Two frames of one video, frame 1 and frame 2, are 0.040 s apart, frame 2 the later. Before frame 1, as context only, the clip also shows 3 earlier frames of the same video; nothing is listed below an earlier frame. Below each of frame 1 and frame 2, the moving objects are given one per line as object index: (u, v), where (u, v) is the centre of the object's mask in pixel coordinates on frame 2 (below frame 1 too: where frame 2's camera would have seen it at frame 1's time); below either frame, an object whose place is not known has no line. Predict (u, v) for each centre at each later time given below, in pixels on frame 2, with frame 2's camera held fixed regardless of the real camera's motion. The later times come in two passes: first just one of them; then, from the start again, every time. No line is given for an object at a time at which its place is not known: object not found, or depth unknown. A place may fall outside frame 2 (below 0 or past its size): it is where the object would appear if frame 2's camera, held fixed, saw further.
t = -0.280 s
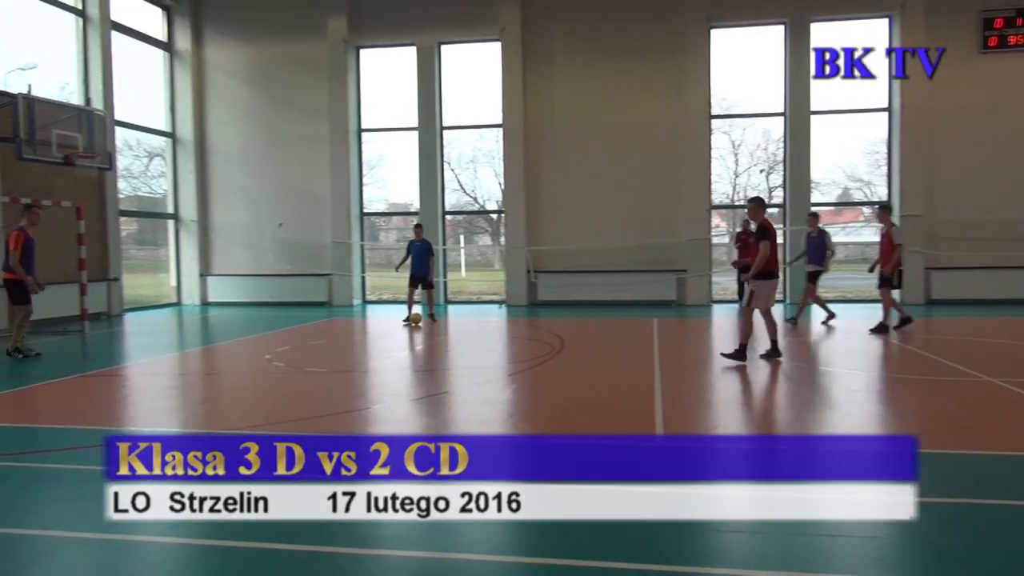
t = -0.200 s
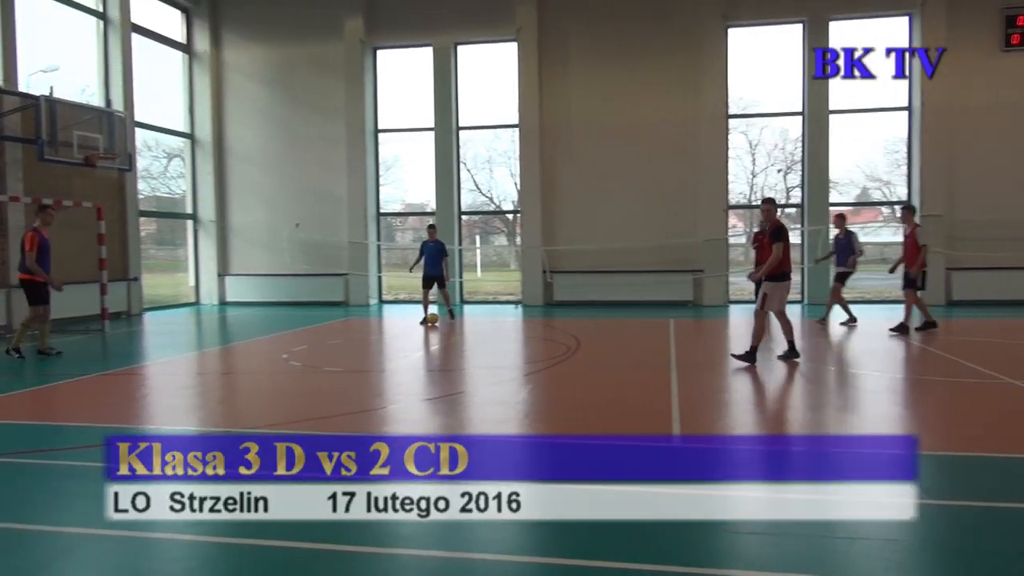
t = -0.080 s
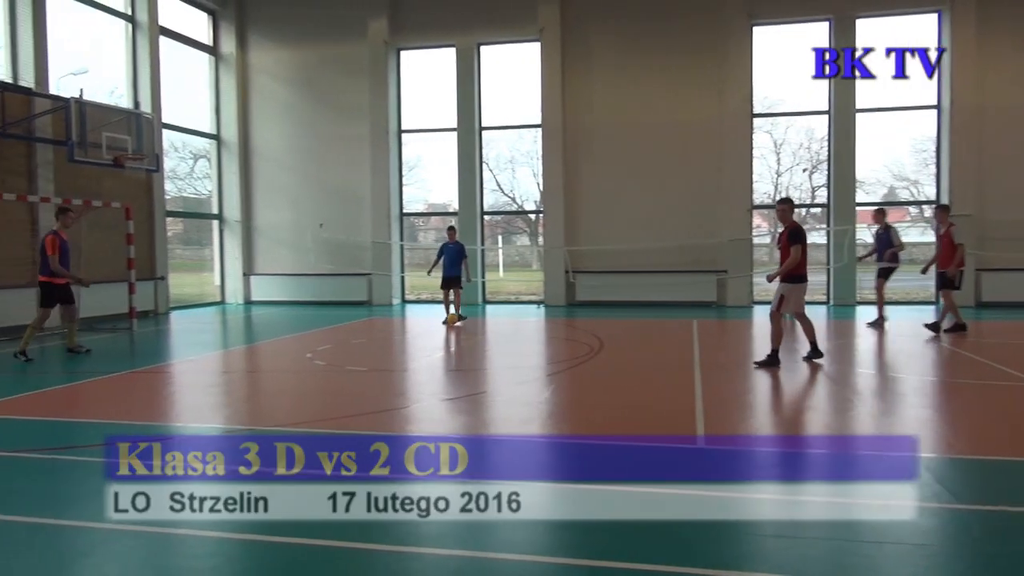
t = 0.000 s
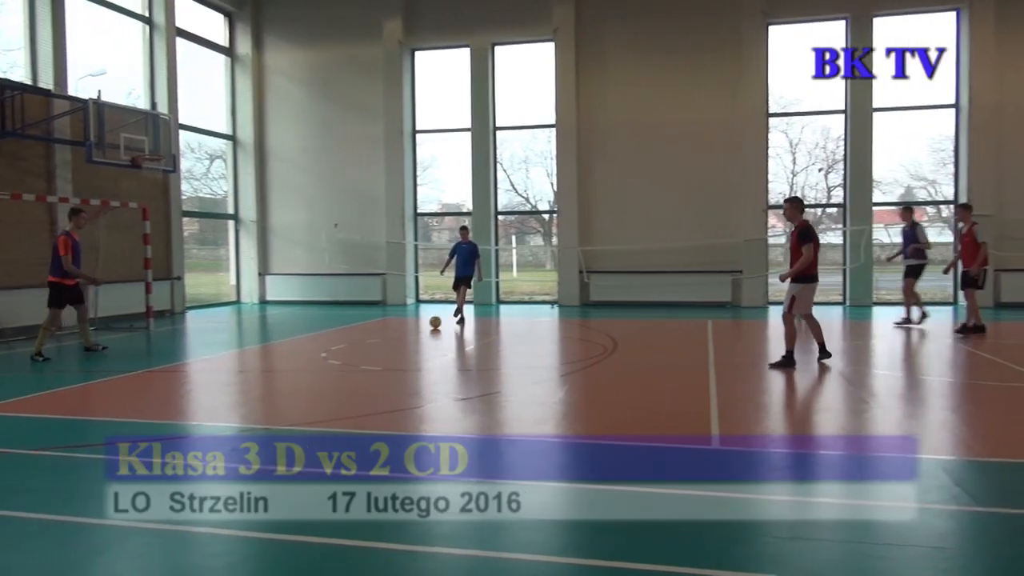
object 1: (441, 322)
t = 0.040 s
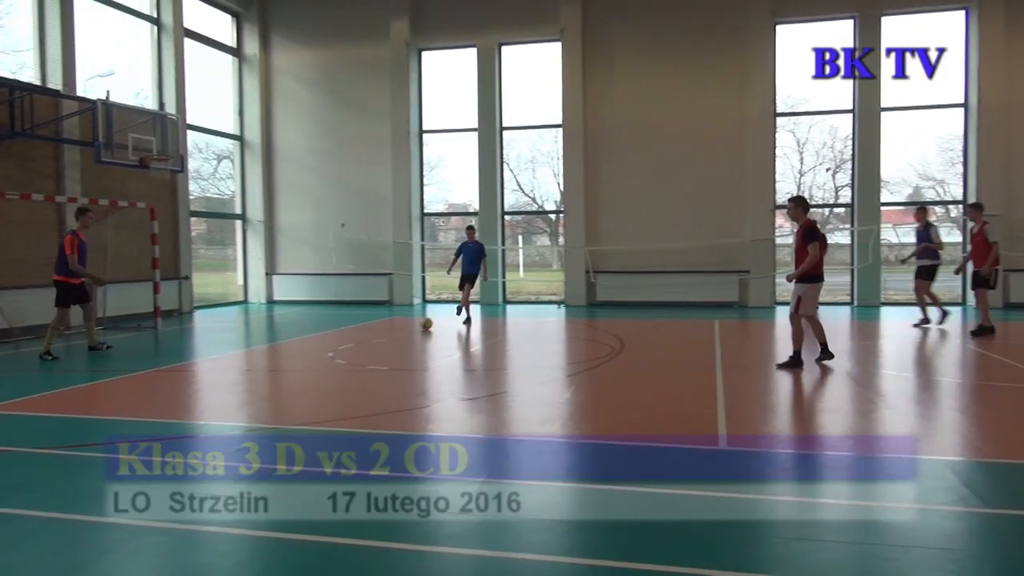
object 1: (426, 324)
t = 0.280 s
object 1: (334, 332)
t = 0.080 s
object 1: (411, 326)
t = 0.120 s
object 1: (395, 326)
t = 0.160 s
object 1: (379, 328)
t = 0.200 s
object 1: (364, 330)
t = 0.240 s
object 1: (350, 331)
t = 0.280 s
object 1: (334, 332)
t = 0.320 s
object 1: (320, 333)
